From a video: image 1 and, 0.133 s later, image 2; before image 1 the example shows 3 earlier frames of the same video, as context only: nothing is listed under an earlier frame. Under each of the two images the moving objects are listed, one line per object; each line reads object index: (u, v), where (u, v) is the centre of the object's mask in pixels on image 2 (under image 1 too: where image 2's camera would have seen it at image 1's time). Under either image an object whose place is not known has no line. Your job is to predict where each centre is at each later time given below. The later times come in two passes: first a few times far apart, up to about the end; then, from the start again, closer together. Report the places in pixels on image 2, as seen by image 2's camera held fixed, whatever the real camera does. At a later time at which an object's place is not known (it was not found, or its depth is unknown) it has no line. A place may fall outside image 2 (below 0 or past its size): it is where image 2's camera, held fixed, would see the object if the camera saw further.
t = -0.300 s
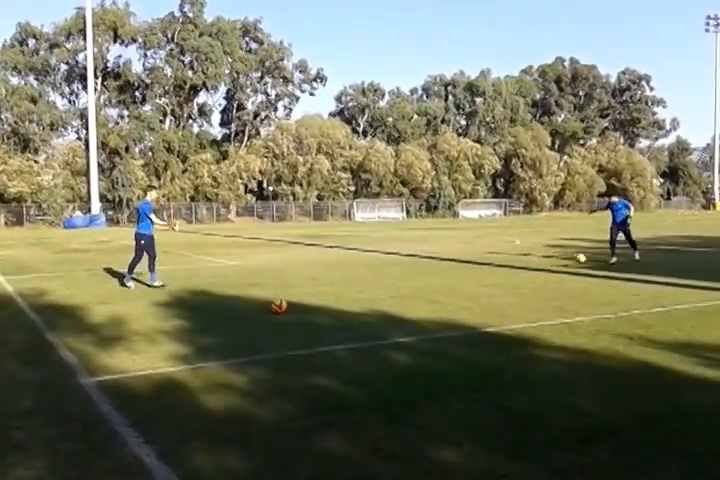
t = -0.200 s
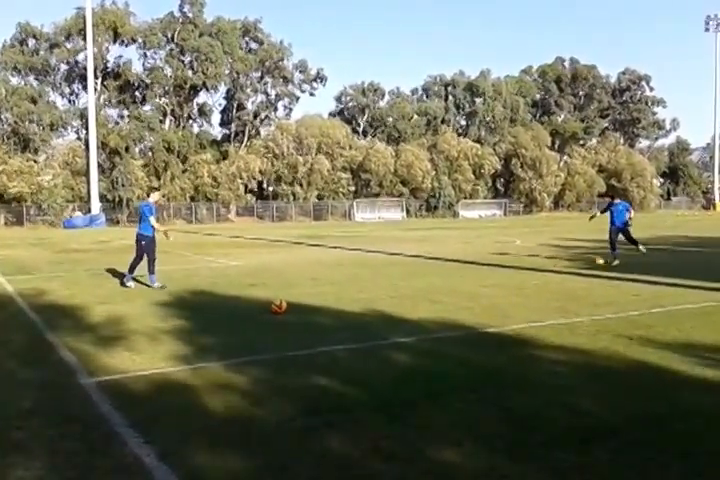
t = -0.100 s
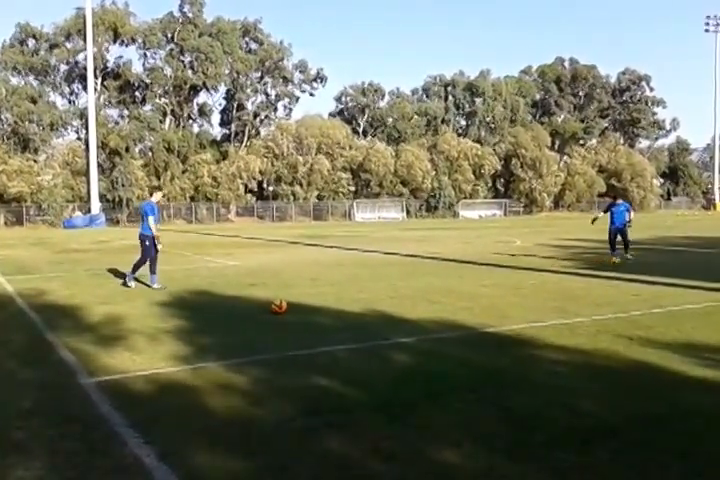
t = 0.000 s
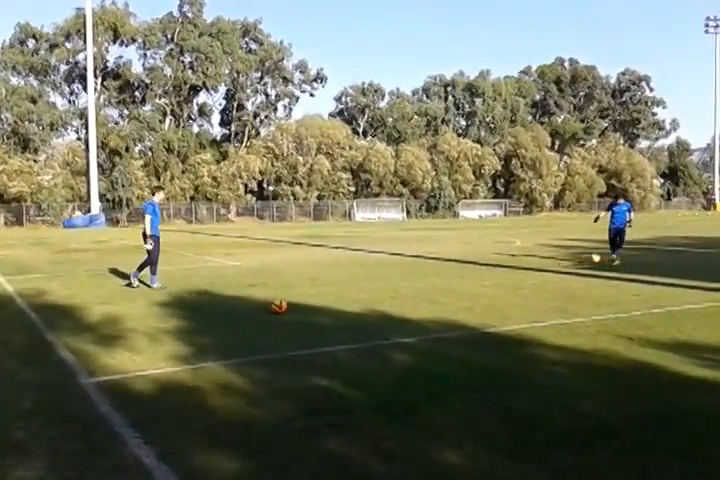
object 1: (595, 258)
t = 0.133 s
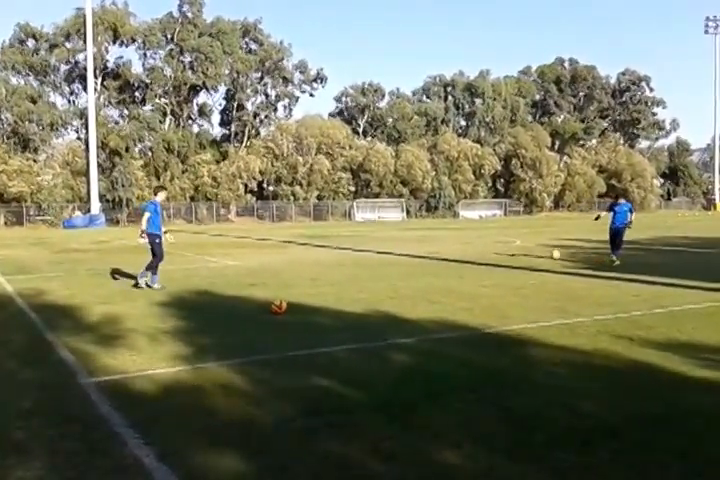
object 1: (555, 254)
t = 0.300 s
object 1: (505, 261)
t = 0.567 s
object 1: (440, 264)
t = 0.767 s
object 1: (392, 267)
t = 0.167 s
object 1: (545, 254)
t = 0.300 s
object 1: (505, 261)
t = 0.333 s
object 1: (495, 265)
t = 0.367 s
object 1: (486, 265)
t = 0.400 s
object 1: (479, 264)
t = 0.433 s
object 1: (470, 263)
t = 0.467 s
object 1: (462, 262)
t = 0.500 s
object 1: (455, 262)
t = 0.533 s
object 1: (447, 263)
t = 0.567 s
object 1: (440, 264)
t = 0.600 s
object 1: (431, 266)
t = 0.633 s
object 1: (424, 268)
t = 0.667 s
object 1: (416, 268)
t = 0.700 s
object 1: (408, 267)
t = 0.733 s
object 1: (400, 267)
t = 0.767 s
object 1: (392, 267)
